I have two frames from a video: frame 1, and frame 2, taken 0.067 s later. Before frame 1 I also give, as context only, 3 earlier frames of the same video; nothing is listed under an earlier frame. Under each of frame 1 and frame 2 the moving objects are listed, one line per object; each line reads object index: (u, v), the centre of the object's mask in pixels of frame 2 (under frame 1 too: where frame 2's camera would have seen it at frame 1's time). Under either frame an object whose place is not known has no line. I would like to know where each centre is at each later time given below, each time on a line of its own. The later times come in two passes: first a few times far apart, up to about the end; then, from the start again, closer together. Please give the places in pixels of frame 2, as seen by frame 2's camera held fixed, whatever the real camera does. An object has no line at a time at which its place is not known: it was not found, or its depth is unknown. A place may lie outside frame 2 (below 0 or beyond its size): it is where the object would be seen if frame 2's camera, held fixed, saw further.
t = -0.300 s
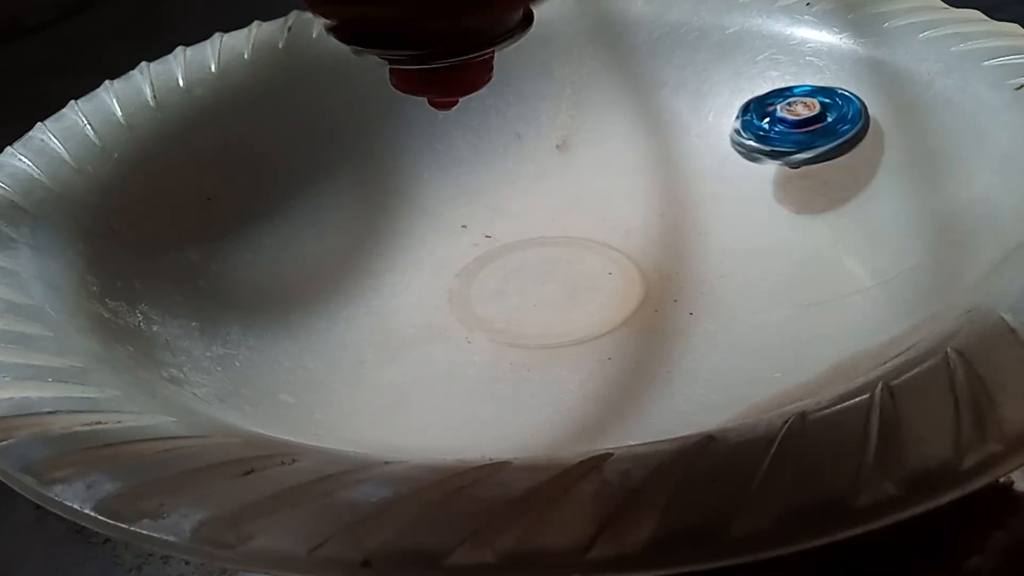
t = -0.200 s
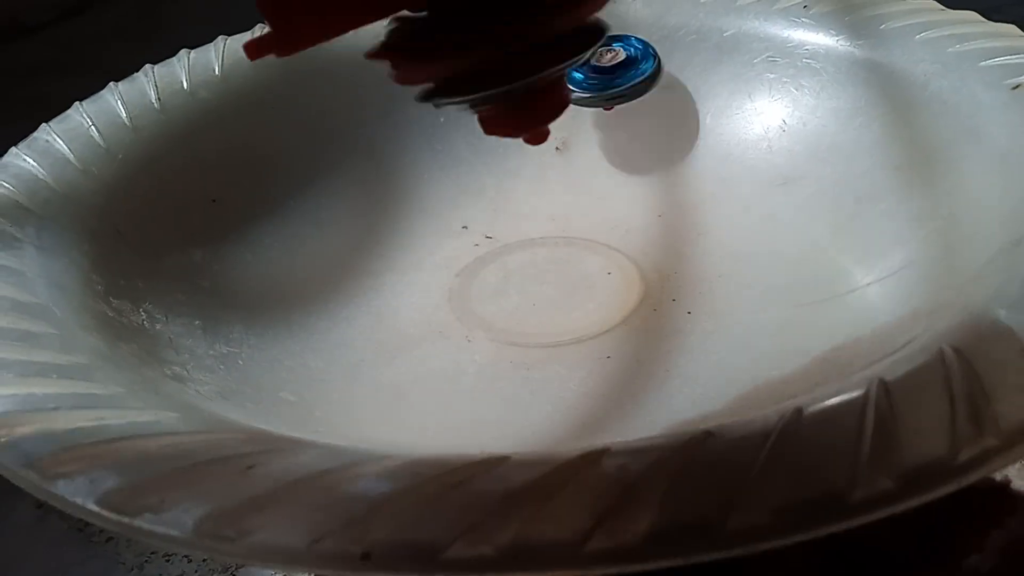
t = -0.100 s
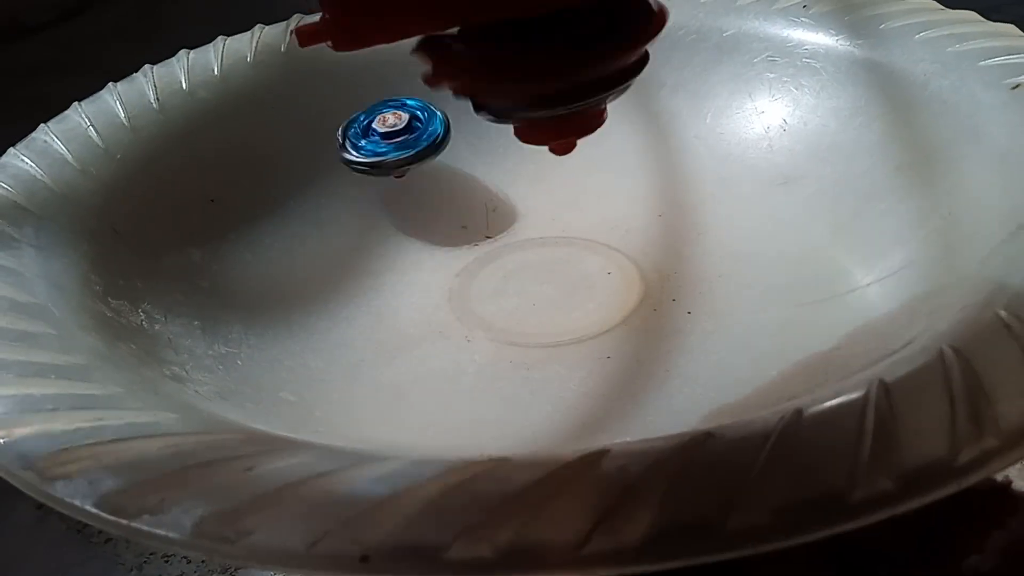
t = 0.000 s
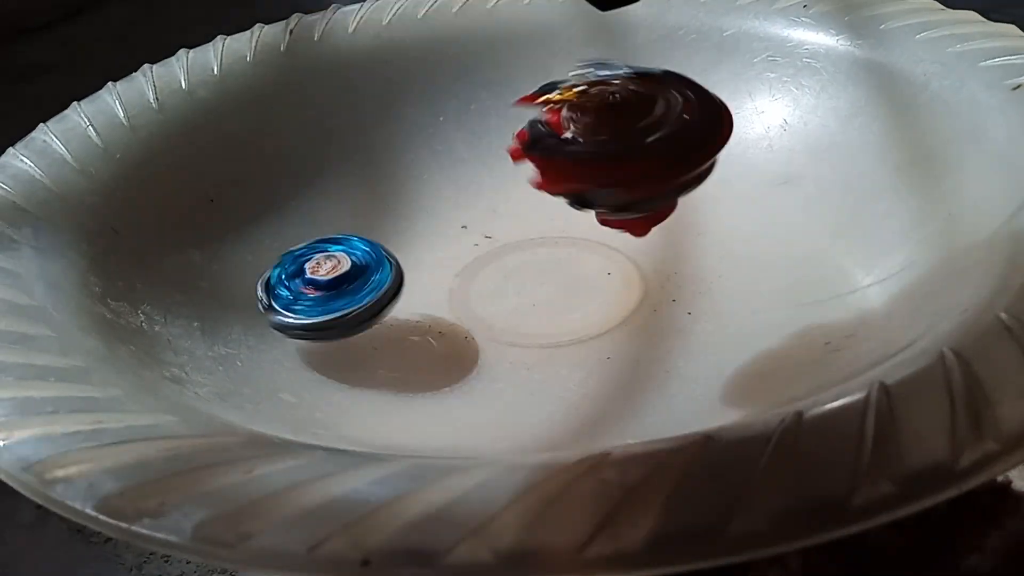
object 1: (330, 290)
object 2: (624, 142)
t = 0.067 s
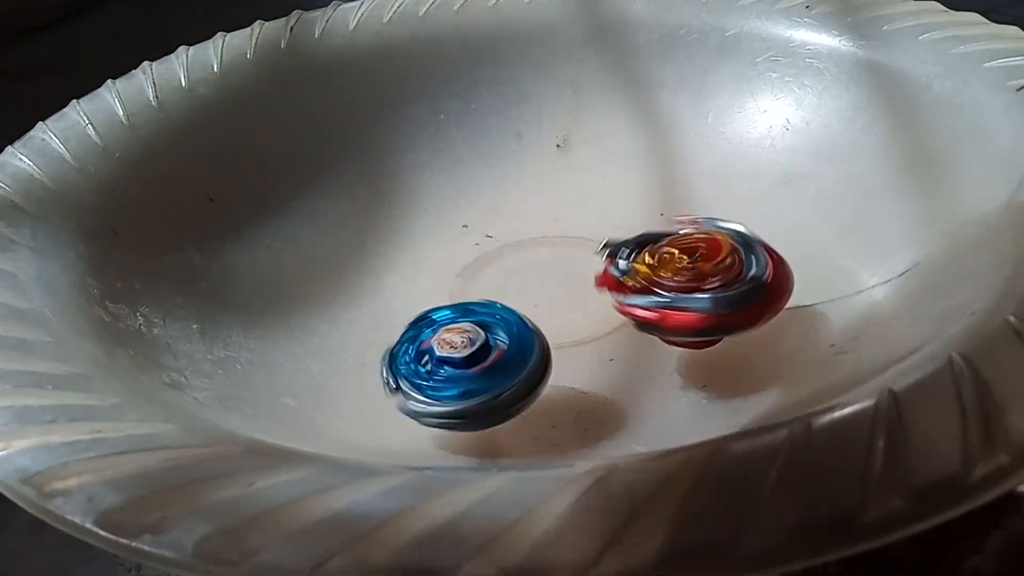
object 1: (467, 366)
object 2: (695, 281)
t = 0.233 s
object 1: (873, 202)
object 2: (709, 185)
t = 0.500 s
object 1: (408, 148)
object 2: (523, 208)
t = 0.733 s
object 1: (667, 373)
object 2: (433, 286)
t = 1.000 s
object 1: (616, 119)
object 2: (577, 314)
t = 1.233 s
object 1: (345, 351)
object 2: (508, 287)
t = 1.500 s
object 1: (800, 194)
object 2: (633, 191)
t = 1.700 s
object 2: (374, 54)
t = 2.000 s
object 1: (567, 390)
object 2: (420, 250)
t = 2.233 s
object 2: (434, 190)
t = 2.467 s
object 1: (483, 160)
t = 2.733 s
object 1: (438, 253)
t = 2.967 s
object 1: (631, 166)
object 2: (626, 311)
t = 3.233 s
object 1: (466, 203)
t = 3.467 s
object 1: (446, 239)
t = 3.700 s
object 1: (390, 272)
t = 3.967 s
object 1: (507, 320)
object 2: (522, 226)
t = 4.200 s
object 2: (497, 168)
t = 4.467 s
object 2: (538, 128)
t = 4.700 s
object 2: (594, 184)
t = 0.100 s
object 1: (571, 377)
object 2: (718, 267)
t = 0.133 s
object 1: (685, 357)
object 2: (731, 245)
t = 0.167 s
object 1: (782, 315)
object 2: (737, 218)
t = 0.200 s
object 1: (850, 260)
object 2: (728, 203)
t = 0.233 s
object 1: (873, 202)
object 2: (709, 185)
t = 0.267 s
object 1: (860, 152)
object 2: (677, 173)
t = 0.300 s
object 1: (818, 115)
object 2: (649, 167)
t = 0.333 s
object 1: (755, 93)
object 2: (623, 165)
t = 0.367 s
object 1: (681, 86)
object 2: (599, 167)
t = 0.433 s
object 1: (542, 91)
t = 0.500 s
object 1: (408, 148)
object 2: (523, 208)
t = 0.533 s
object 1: (360, 190)
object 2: (512, 218)
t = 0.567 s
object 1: (332, 237)
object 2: (503, 226)
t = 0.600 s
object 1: (330, 291)
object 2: (489, 235)
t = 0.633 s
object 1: (362, 339)
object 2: (476, 244)
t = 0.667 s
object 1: (435, 376)
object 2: (464, 253)
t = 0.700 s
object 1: (547, 389)
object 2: (449, 270)
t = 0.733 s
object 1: (667, 373)
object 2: (433, 286)
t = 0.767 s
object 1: (775, 334)
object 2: (418, 302)
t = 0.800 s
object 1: (849, 277)
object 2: (419, 316)
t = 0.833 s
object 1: (880, 221)
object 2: (438, 325)
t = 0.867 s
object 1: (868, 173)
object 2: (469, 329)
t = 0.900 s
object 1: (826, 139)
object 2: (501, 329)
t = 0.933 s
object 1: (764, 119)
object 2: (530, 327)
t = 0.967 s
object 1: (692, 114)
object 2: (557, 321)
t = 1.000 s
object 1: (616, 119)
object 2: (577, 314)
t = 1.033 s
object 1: (542, 134)
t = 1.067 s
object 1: (474, 158)
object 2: (592, 298)
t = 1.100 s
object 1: (415, 188)
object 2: (580, 294)
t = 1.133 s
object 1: (369, 224)
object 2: (565, 292)
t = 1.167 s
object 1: (335, 265)
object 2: (550, 290)
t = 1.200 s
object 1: (325, 310)
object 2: (526, 292)
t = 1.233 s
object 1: (345, 351)
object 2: (508, 287)
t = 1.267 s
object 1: (394, 383)
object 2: (533, 280)
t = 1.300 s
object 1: (491, 398)
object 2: (553, 273)
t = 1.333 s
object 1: (617, 388)
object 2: (571, 263)
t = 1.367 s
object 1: (727, 356)
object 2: (588, 253)
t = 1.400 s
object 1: (809, 312)
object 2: (613, 241)
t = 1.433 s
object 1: (843, 264)
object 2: (632, 228)
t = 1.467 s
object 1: (831, 226)
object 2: (651, 217)
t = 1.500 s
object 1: (800, 194)
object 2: (633, 191)
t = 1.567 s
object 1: (704, 173)
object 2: (562, 147)
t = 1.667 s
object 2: (418, 62)
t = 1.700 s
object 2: (374, 54)
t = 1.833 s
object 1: (310, 275)
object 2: (299, 186)
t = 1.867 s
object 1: (310, 319)
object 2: (321, 193)
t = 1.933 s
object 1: (373, 378)
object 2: (379, 240)
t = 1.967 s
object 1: (463, 392)
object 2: (402, 249)
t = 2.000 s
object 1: (567, 390)
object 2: (420, 250)
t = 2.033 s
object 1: (649, 369)
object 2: (435, 247)
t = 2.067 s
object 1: (697, 337)
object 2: (447, 241)
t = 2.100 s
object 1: (705, 303)
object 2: (461, 239)
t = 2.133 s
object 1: (684, 271)
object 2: (480, 235)
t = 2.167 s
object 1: (648, 249)
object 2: (493, 232)
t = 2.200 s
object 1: (626, 229)
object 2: (471, 206)
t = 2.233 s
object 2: (434, 190)
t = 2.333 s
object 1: (506, 187)
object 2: (363, 187)
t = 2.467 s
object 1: (483, 160)
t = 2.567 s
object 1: (394, 186)
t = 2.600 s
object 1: (375, 211)
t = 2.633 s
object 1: (380, 234)
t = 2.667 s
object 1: (396, 246)
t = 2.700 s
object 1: (418, 255)
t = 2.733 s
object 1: (438, 253)
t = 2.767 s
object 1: (466, 242)
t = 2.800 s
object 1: (497, 229)
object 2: (570, 292)
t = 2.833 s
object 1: (532, 206)
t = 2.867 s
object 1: (561, 205)
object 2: (585, 317)
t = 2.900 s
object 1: (584, 194)
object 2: (597, 321)
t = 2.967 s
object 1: (631, 166)
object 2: (626, 311)
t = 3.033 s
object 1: (616, 133)
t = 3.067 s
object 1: (585, 125)
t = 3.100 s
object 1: (546, 127)
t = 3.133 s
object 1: (508, 138)
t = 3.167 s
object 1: (476, 157)
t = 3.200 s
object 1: (462, 181)
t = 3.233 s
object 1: (466, 203)
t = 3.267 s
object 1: (485, 215)
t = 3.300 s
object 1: (517, 224)
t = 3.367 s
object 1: (493, 231)
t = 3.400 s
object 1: (465, 236)
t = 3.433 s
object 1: (453, 238)
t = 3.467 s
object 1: (446, 239)
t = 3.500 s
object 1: (439, 240)
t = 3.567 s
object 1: (423, 244)
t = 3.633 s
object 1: (403, 252)
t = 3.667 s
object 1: (394, 261)
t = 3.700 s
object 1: (390, 272)
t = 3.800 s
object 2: (616, 227)
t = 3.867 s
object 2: (583, 235)
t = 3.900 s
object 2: (559, 238)
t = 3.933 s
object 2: (536, 233)
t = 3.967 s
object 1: (507, 320)
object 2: (522, 226)
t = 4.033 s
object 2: (507, 212)
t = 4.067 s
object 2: (503, 206)
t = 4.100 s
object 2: (495, 197)
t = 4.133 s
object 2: (494, 186)
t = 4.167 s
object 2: (497, 178)
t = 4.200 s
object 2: (497, 168)
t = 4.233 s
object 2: (498, 159)
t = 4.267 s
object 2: (501, 148)
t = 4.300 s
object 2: (504, 140)
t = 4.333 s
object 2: (509, 134)
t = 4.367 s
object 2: (514, 129)
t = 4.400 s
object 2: (522, 124)
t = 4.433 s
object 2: (531, 125)
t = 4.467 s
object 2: (538, 128)
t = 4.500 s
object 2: (548, 134)
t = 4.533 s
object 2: (560, 141)
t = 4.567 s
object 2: (567, 150)
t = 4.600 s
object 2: (576, 159)
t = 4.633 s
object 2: (582, 166)
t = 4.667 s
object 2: (588, 175)
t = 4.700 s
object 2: (594, 184)
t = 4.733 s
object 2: (597, 192)
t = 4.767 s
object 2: (599, 200)
